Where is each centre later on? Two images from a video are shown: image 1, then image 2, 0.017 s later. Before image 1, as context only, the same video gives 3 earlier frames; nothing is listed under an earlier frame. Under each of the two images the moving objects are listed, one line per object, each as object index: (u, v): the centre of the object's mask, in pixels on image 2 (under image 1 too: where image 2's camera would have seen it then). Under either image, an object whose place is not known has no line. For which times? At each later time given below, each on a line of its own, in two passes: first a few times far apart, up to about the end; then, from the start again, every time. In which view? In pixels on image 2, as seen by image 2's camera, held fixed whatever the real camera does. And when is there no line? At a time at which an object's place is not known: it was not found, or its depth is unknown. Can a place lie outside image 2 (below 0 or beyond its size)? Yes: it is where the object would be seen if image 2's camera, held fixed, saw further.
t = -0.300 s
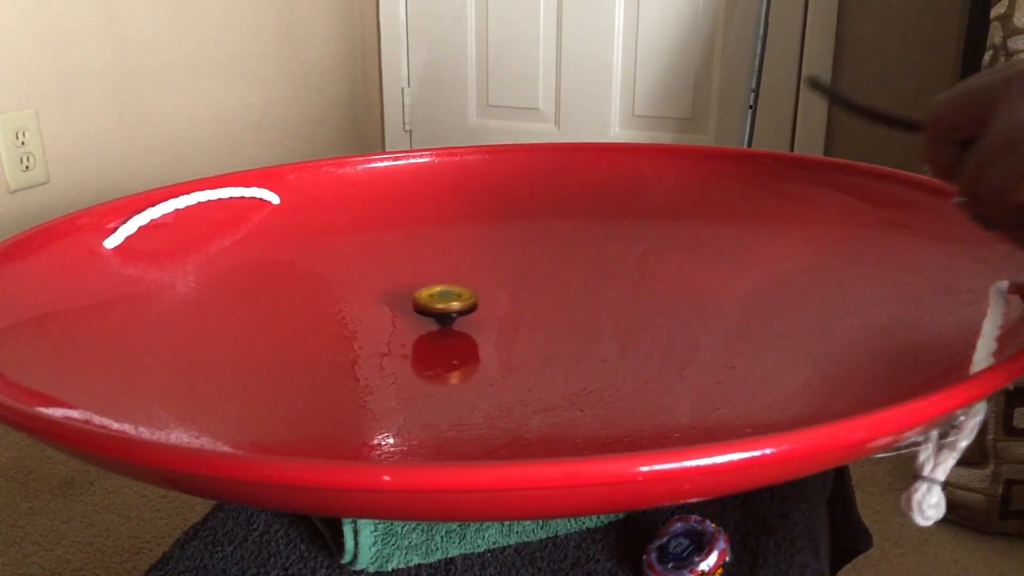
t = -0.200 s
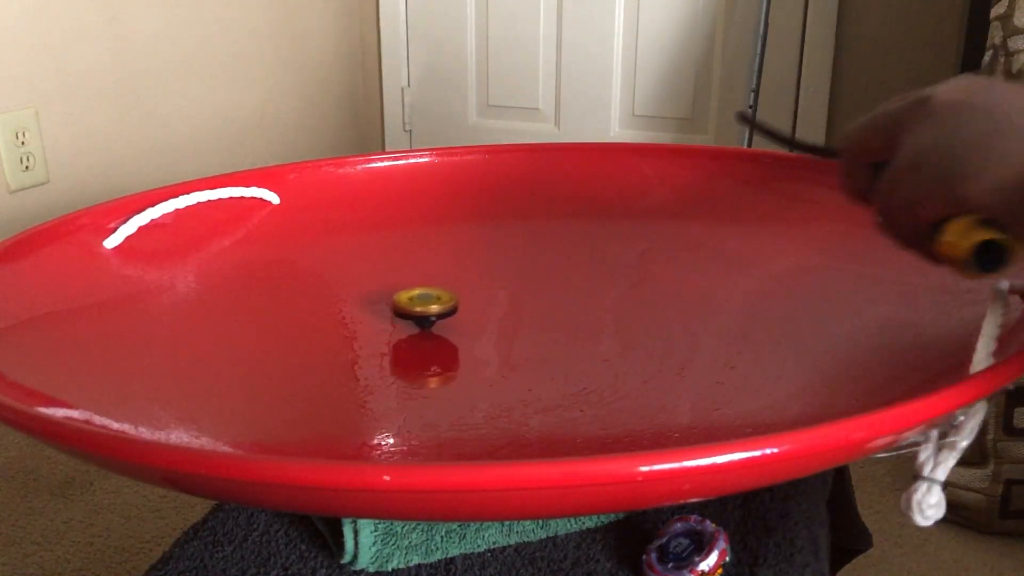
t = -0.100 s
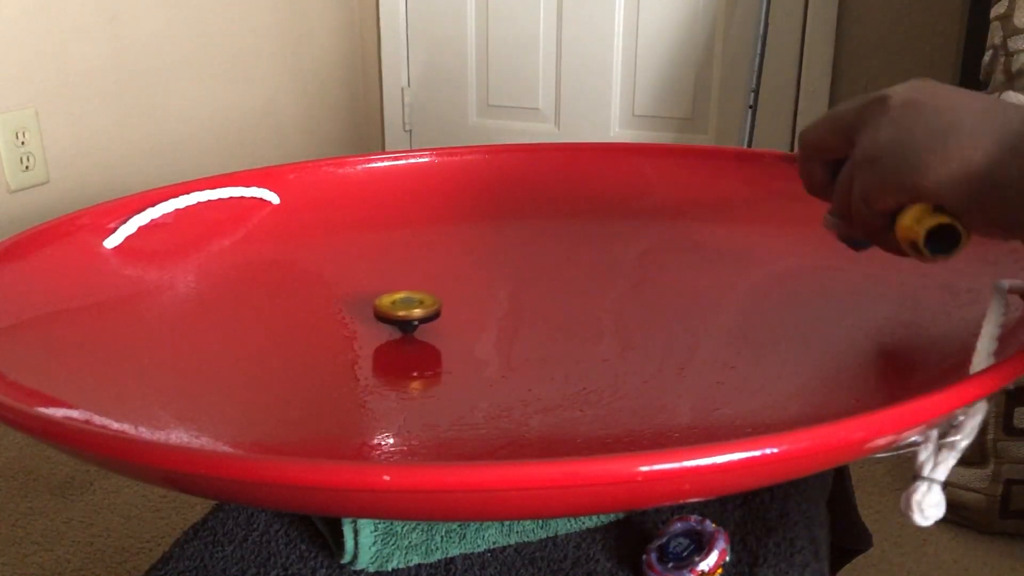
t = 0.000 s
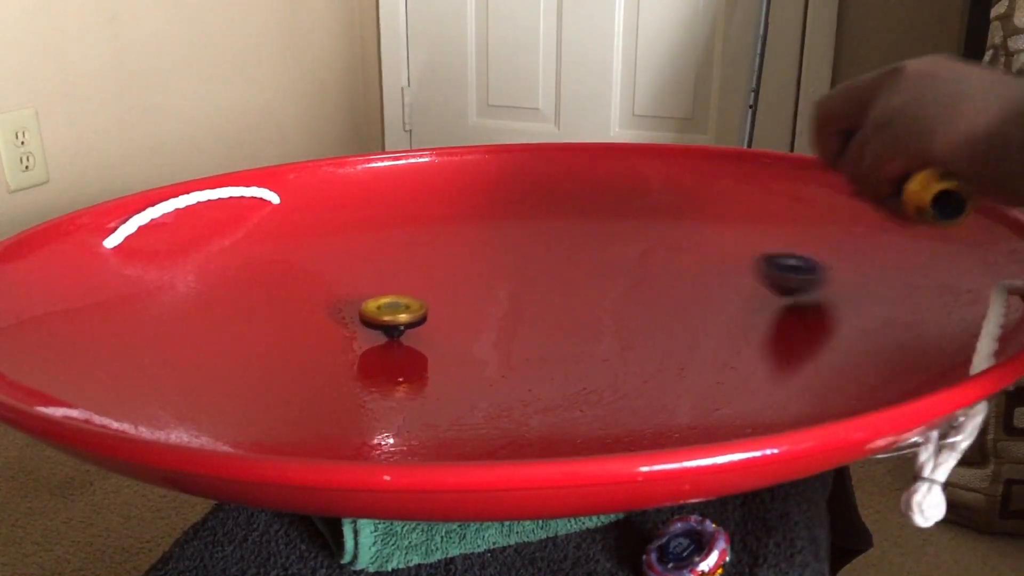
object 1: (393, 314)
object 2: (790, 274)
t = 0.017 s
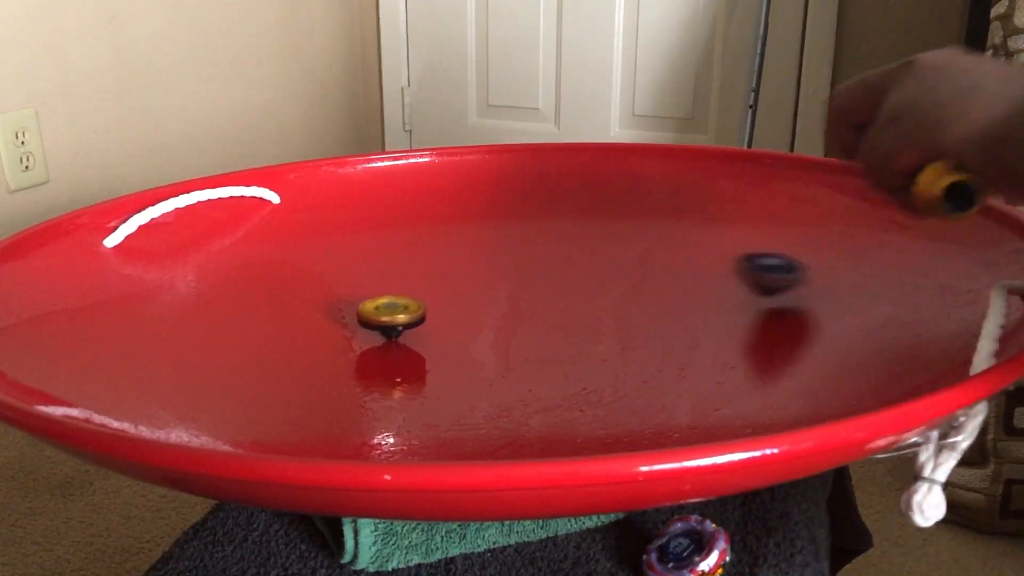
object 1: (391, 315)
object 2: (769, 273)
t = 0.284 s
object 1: (377, 329)
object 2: (429, 285)
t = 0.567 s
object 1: (393, 341)
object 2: (158, 255)
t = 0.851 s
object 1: (433, 346)
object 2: (192, 312)
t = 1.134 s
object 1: (473, 331)
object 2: (464, 366)
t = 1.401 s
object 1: (486, 322)
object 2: (665, 340)
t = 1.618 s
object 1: (484, 312)
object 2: (686, 306)
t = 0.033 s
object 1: (389, 316)
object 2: (748, 276)
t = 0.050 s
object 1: (387, 317)
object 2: (728, 282)
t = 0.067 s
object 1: (386, 318)
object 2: (705, 282)
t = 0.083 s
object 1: (385, 319)
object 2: (686, 285)
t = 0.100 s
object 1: (383, 320)
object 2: (664, 286)
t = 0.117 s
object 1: (383, 321)
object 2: (642, 286)
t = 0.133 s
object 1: (381, 322)
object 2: (620, 288)
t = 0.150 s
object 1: (381, 323)
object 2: (599, 287)
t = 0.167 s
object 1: (380, 323)
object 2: (575, 289)
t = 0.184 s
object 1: (379, 324)
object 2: (554, 289)
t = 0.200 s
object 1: (379, 325)
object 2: (533, 289)
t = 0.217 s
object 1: (378, 325)
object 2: (512, 288)
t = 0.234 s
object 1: (378, 327)
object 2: (488, 288)
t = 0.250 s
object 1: (378, 327)
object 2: (470, 287)
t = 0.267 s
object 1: (378, 328)
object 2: (448, 286)
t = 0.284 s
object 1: (377, 329)
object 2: (429, 285)
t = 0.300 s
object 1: (378, 330)
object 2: (408, 284)
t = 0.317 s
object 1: (378, 330)
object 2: (387, 282)
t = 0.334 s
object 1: (378, 331)
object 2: (367, 281)
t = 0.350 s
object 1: (379, 332)
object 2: (350, 279)
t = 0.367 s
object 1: (379, 333)
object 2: (331, 277)
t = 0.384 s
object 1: (379, 333)
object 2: (312, 275)
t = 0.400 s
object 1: (380, 334)
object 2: (294, 272)
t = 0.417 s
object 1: (381, 335)
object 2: (276, 270)
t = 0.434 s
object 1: (382, 336)
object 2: (261, 268)
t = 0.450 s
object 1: (383, 337)
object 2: (245, 266)
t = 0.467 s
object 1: (384, 337)
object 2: (231, 265)
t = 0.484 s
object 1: (386, 338)
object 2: (215, 263)
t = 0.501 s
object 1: (387, 339)
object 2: (202, 261)
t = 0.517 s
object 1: (388, 339)
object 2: (188, 259)
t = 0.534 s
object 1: (390, 340)
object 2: (177, 258)
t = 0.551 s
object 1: (391, 341)
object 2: (167, 256)
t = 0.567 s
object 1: (393, 341)
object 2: (158, 255)
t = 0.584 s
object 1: (395, 342)
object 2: (150, 255)
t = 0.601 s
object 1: (397, 343)
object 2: (144, 254)
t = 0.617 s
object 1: (399, 343)
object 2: (138, 254)
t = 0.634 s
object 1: (401, 344)
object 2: (134, 257)
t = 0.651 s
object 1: (403, 344)
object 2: (131, 258)
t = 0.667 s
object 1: (405, 344)
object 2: (129, 261)
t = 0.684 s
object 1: (408, 345)
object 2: (129, 264)
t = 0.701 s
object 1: (410, 345)
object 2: (130, 268)
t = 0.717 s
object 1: (412, 345)
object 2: (131, 272)
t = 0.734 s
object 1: (415, 345)
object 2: (135, 277)
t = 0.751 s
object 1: (417, 346)
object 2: (140, 282)
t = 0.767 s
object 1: (420, 346)
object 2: (146, 286)
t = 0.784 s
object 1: (422, 346)
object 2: (153, 291)
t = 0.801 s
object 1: (425, 346)
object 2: (162, 296)
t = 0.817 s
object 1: (428, 346)
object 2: (171, 301)
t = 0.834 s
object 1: (430, 346)
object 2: (182, 306)
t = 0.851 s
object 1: (433, 346)
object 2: (192, 312)
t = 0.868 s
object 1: (436, 345)
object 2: (204, 316)
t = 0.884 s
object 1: (438, 345)
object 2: (216, 321)
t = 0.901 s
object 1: (441, 345)
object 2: (230, 326)
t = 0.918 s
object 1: (443, 344)
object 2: (244, 331)
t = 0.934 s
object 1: (446, 344)
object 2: (259, 335)
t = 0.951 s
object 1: (448, 344)
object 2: (274, 340)
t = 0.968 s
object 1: (451, 343)
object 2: (290, 344)
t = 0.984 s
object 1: (453, 343)
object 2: (306, 348)
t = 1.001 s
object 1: (456, 342)
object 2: (322, 351)
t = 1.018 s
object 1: (458, 341)
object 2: (340, 354)
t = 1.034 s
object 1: (460, 341)
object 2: (359, 358)
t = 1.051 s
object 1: (462, 341)
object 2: (374, 359)
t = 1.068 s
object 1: (464, 340)
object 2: (394, 362)
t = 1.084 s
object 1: (467, 339)
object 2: (413, 363)
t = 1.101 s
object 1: (471, 335)
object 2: (433, 365)
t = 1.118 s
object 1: (473, 333)
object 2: (449, 365)
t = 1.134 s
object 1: (473, 331)
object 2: (464, 366)
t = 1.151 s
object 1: (472, 332)
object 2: (481, 367)
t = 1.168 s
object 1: (472, 331)
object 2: (496, 366)
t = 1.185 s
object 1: (473, 332)
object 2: (511, 366)
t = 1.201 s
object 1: (476, 333)
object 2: (529, 365)
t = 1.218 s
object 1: (478, 332)
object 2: (545, 364)
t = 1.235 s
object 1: (479, 332)
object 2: (560, 363)
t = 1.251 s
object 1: (480, 331)
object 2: (574, 361)
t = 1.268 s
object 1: (481, 330)
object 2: (587, 359)
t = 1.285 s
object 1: (482, 329)
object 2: (599, 357)
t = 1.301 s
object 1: (483, 328)
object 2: (611, 355)
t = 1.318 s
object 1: (484, 327)
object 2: (622, 353)
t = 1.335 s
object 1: (484, 326)
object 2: (632, 350)
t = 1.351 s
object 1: (485, 325)
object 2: (642, 348)
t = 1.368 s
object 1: (485, 324)
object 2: (650, 345)
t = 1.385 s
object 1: (486, 323)
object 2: (658, 343)
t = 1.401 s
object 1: (486, 322)
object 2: (665, 340)
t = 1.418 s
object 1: (487, 321)
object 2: (671, 337)
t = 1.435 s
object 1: (487, 320)
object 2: (676, 334)
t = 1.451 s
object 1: (487, 319)
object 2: (681, 332)
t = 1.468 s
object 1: (487, 319)
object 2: (685, 329)
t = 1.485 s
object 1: (487, 318)
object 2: (688, 326)
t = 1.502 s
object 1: (487, 317)
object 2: (690, 323)
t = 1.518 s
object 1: (487, 317)
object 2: (691, 321)
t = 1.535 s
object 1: (487, 315)
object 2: (692, 317)
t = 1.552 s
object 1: (486, 315)
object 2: (692, 316)
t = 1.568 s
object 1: (486, 314)
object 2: (691, 313)
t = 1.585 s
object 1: (486, 314)
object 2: (691, 310)
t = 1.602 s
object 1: (485, 313)
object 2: (689, 308)
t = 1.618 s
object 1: (484, 312)
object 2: (686, 306)
